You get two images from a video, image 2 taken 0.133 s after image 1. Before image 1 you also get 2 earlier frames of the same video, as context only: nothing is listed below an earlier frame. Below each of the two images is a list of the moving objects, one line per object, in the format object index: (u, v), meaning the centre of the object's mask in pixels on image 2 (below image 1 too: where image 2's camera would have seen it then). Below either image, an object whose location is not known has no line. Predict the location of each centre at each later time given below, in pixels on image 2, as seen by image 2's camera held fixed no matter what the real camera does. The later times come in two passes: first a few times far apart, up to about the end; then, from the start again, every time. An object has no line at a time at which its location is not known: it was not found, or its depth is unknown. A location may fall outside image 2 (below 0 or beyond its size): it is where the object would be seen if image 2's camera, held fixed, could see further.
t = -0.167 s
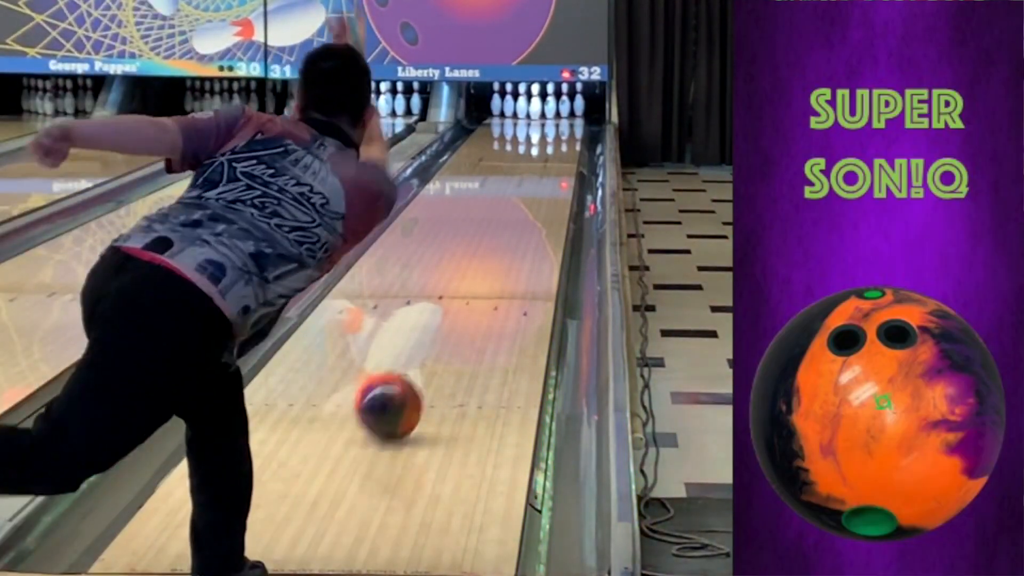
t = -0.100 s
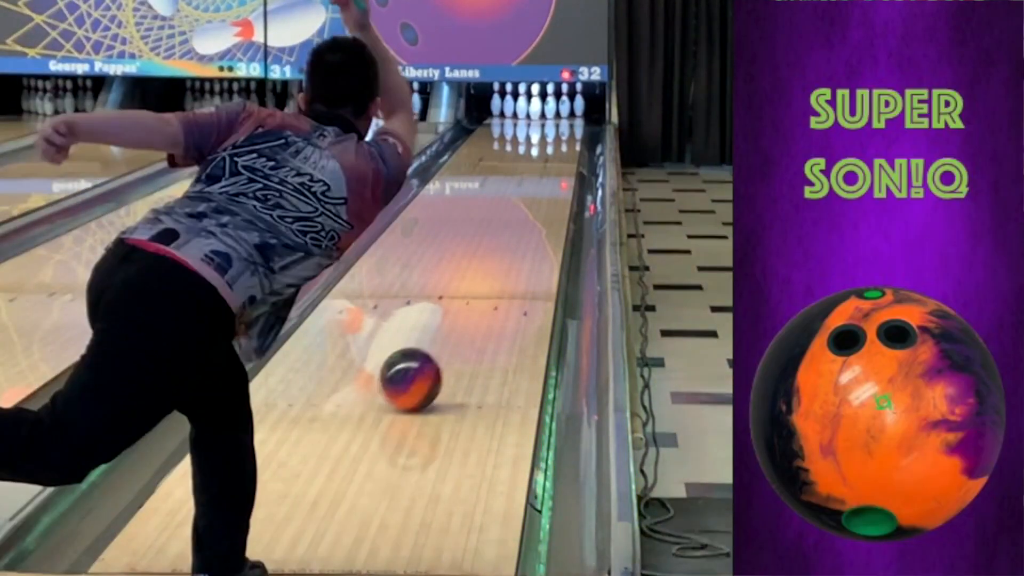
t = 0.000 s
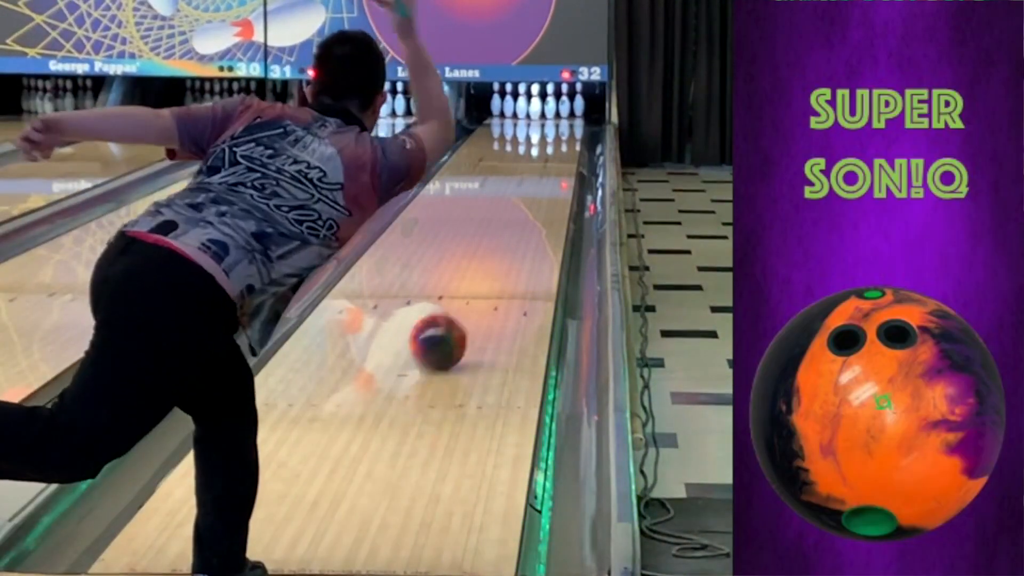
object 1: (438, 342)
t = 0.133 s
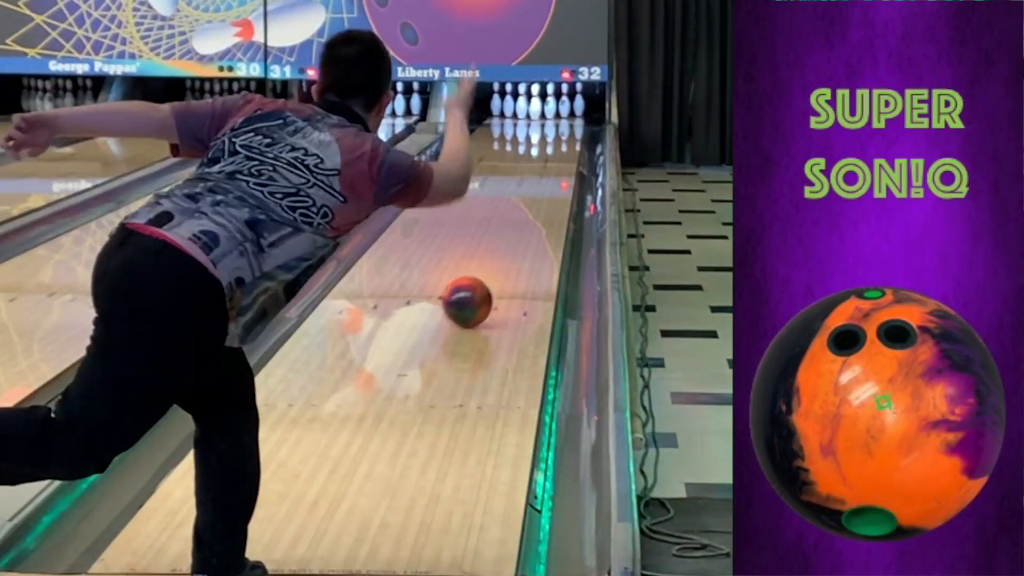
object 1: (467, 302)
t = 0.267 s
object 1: (490, 269)
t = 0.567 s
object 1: (526, 218)
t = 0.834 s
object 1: (547, 186)
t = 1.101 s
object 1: (561, 162)
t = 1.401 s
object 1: (569, 141)
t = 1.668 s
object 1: (566, 128)
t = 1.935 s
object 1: (552, 117)
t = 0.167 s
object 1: (473, 293)
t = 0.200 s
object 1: (479, 284)
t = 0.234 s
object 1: (485, 277)
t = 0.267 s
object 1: (490, 269)
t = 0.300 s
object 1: (495, 262)
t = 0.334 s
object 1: (499, 256)
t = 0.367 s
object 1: (504, 250)
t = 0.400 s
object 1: (508, 244)
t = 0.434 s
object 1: (512, 238)
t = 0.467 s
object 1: (516, 233)
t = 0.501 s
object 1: (519, 228)
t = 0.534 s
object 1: (523, 223)
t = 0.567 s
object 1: (526, 218)
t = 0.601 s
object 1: (529, 214)
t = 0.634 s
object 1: (532, 209)
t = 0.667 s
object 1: (535, 205)
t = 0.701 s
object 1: (537, 201)
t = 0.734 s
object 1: (540, 197)
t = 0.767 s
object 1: (542, 193)
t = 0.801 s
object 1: (545, 190)
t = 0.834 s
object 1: (547, 186)
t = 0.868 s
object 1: (549, 182)
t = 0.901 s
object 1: (551, 180)
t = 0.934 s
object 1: (553, 176)
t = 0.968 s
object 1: (555, 174)
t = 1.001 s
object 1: (556, 170)
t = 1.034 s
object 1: (558, 167)
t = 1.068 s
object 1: (559, 165)
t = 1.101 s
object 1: (561, 162)
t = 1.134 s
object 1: (562, 159)
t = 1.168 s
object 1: (564, 156)
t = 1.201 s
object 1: (564, 154)
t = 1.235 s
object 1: (566, 151)
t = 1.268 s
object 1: (566, 149)
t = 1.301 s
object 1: (567, 147)
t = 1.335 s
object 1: (568, 145)
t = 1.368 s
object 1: (568, 143)
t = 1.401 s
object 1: (569, 141)
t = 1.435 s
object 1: (569, 139)
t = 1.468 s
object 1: (569, 137)
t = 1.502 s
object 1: (569, 135)
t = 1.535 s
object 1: (569, 134)
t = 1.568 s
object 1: (568, 132)
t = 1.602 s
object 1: (567, 130)
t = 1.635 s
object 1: (567, 129)
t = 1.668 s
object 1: (566, 128)
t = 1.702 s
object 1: (565, 126)
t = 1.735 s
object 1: (564, 124)
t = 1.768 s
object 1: (563, 123)
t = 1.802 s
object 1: (561, 122)
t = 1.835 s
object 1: (559, 121)
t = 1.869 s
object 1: (556, 119)
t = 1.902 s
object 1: (554, 118)
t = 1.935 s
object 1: (552, 117)
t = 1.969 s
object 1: (550, 115)
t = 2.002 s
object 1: (548, 114)
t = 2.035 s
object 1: (547, 113)
